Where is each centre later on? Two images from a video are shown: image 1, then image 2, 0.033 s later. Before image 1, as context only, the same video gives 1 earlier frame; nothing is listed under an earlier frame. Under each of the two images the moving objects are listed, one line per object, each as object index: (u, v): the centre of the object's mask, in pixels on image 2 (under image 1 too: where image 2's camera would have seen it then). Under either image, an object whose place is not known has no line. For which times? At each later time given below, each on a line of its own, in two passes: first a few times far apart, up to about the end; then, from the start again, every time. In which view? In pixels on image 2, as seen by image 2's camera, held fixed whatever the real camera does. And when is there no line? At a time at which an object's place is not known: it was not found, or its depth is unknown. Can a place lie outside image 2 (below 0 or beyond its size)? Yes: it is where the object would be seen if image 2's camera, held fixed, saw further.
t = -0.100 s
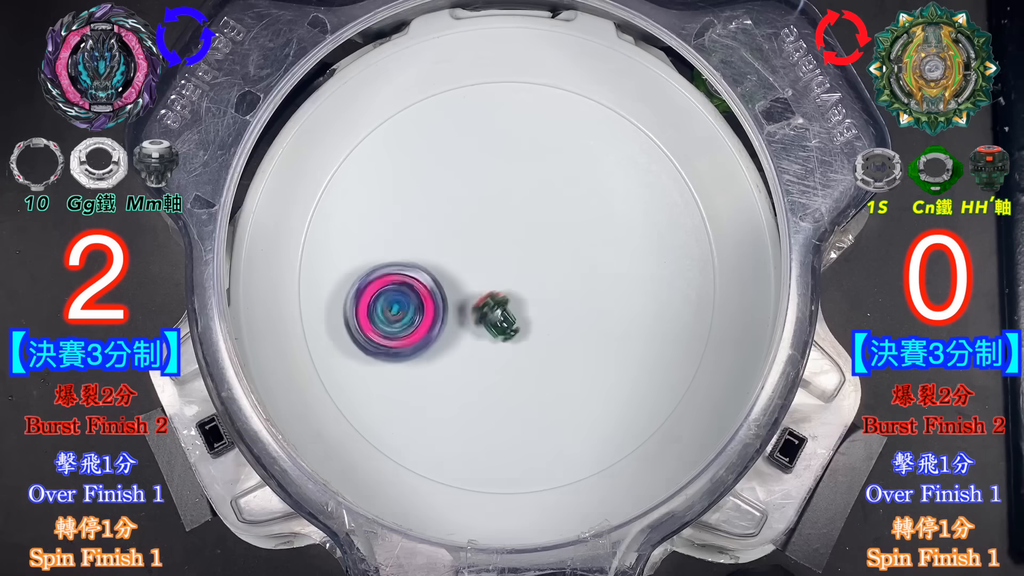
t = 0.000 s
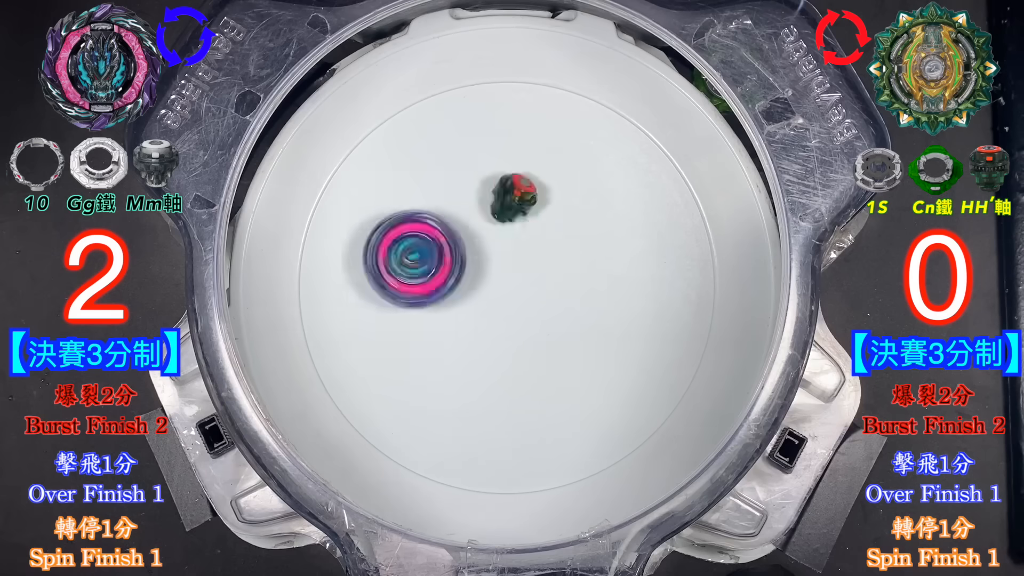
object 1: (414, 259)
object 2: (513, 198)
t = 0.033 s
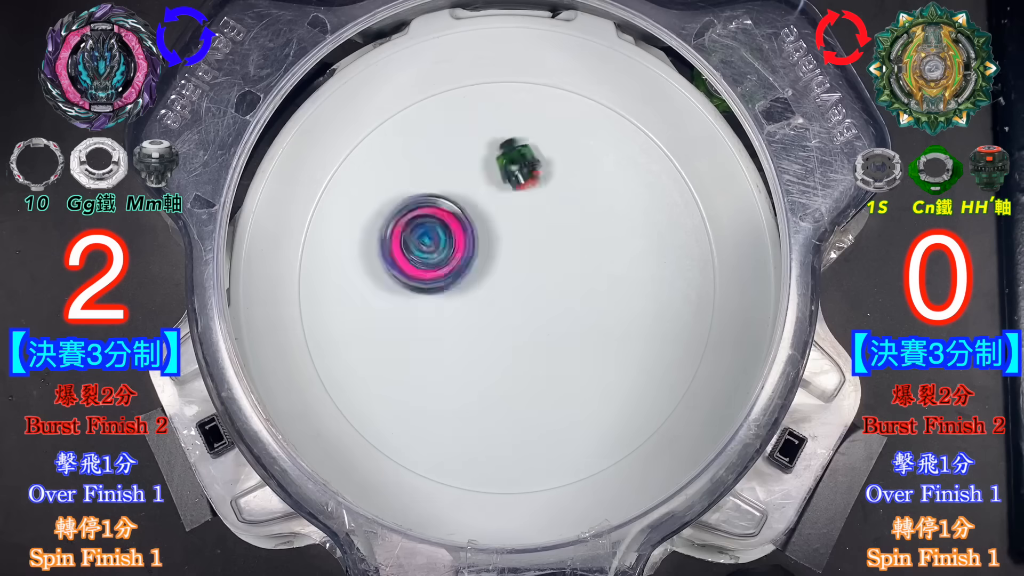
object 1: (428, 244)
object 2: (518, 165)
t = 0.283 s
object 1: (561, 237)
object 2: (539, 109)
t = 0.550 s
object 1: (585, 358)
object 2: (539, 246)
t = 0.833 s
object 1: (477, 369)
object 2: (539, 316)
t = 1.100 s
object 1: (460, 277)
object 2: (541, 311)
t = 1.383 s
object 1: (530, 231)
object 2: (529, 318)
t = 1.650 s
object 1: (580, 271)
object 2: (516, 340)
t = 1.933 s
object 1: (549, 321)
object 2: (474, 381)
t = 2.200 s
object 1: (496, 295)
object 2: (475, 389)
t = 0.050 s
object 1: (436, 238)
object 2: (523, 152)
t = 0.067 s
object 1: (445, 232)
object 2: (527, 143)
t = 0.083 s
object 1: (454, 227)
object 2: (526, 134)
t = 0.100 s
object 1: (462, 222)
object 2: (526, 123)
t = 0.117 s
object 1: (471, 219)
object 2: (528, 114)
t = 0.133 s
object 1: (481, 217)
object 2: (531, 107)
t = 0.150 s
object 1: (491, 216)
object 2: (533, 104)
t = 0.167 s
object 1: (501, 216)
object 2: (534, 103)
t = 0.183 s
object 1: (511, 216)
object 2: (533, 101)
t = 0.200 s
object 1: (521, 217)
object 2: (534, 99)
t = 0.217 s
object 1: (530, 219)
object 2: (535, 98)
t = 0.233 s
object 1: (538, 221)
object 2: (536, 99)
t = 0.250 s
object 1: (546, 226)
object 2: (539, 101)
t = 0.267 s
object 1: (554, 231)
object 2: (540, 104)
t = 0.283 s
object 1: (561, 237)
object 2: (539, 109)
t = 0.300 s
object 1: (569, 244)
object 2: (538, 115)
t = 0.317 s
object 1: (577, 251)
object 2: (536, 120)
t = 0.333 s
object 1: (583, 258)
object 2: (537, 125)
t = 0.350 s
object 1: (588, 265)
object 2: (539, 132)
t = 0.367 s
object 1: (592, 273)
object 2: (540, 143)
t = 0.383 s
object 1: (595, 281)
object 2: (541, 154)
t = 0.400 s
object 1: (597, 289)
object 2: (540, 165)
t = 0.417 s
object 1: (599, 297)
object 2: (539, 174)
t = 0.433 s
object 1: (601, 306)
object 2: (539, 183)
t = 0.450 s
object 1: (601, 316)
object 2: (540, 191)
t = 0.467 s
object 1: (600, 325)
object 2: (542, 201)
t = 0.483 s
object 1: (598, 332)
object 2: (543, 211)
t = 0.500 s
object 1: (595, 340)
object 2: (543, 221)
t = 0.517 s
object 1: (593, 347)
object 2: (542, 231)
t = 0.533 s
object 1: (589, 352)
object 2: (540, 240)
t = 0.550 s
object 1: (585, 358)
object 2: (539, 246)
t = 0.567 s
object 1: (581, 363)
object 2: (538, 252)
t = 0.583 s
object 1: (575, 368)
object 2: (539, 257)
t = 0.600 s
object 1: (570, 372)
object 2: (542, 262)
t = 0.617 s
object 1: (563, 375)
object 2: (543, 268)
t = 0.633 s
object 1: (557, 378)
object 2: (544, 275)
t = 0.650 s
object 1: (550, 381)
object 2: (543, 282)
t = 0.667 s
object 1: (543, 383)
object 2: (542, 289)
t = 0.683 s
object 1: (537, 385)
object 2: (539, 295)
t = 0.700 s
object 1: (530, 385)
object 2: (538, 300)
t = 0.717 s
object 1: (523, 385)
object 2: (538, 305)
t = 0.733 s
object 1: (516, 385)
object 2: (538, 309)
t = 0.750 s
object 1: (509, 384)
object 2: (537, 313)
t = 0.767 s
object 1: (503, 382)
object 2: (537, 315)
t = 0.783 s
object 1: (496, 379)
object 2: (537, 318)
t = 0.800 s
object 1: (489, 376)
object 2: (538, 319)
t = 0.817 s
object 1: (483, 373)
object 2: (539, 318)
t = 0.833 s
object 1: (477, 369)
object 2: (539, 316)
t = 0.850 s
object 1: (472, 364)
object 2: (539, 314)
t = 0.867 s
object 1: (468, 359)
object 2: (538, 314)
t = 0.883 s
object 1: (465, 354)
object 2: (537, 313)
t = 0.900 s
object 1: (463, 349)
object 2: (536, 314)
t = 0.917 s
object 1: (461, 343)
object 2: (535, 314)
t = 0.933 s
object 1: (460, 337)
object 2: (534, 315)
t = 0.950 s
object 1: (459, 330)
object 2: (533, 316)
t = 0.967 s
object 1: (458, 324)
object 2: (531, 317)
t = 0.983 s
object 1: (457, 317)
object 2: (532, 317)
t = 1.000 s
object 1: (456, 311)
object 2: (535, 315)
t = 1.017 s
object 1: (456, 306)
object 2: (536, 314)
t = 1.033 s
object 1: (456, 300)
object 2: (538, 313)
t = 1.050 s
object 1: (456, 294)
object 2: (539, 312)
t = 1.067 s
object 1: (456, 288)
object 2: (540, 311)
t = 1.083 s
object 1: (458, 282)
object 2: (540, 311)
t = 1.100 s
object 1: (460, 277)
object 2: (541, 311)
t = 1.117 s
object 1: (462, 271)
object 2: (541, 310)
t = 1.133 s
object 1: (466, 266)
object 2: (541, 310)
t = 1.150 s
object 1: (468, 261)
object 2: (541, 310)
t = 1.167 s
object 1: (471, 257)
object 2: (540, 311)
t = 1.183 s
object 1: (474, 252)
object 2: (540, 311)
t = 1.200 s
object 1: (478, 249)
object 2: (539, 311)
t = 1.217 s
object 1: (481, 246)
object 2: (539, 312)
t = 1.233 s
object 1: (485, 242)
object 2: (538, 313)
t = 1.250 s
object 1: (490, 240)
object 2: (536, 314)
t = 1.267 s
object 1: (495, 238)
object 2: (535, 315)
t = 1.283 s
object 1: (500, 236)
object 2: (533, 317)
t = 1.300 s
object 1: (506, 234)
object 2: (531, 317)
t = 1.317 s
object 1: (511, 233)
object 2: (530, 318)
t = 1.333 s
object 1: (516, 232)
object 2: (529, 318)
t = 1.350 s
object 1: (521, 231)
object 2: (528, 318)
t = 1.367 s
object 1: (525, 231)
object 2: (528, 318)
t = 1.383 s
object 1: (530, 231)
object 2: (529, 318)
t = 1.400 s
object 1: (534, 231)
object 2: (530, 318)
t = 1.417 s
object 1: (538, 232)
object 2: (531, 318)
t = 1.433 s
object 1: (542, 234)
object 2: (532, 317)
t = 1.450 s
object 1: (547, 236)
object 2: (534, 316)
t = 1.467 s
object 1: (551, 238)
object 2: (535, 316)
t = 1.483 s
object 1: (554, 240)
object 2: (535, 315)
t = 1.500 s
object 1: (558, 243)
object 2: (535, 318)
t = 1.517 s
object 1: (561, 245)
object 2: (532, 325)
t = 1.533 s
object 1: (565, 248)
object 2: (530, 331)
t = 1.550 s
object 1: (569, 251)
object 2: (527, 335)
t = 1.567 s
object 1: (572, 253)
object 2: (525, 338)
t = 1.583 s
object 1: (574, 256)
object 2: (523, 338)
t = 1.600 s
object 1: (576, 260)
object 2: (521, 338)
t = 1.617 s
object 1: (577, 264)
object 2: (519, 339)
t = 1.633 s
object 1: (579, 268)
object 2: (517, 340)
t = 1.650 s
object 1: (580, 271)
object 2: (516, 340)
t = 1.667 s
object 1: (581, 276)
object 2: (515, 340)
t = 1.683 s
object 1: (581, 280)
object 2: (514, 339)
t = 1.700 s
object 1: (582, 284)
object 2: (514, 338)
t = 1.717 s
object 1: (582, 288)
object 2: (514, 337)
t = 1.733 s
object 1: (581, 291)
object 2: (514, 337)
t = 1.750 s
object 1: (580, 295)
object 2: (515, 337)
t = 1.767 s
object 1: (579, 299)
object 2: (512, 340)
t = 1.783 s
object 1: (578, 302)
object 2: (504, 349)
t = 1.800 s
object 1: (576, 305)
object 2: (496, 356)
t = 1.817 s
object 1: (574, 308)
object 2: (489, 362)
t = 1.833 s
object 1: (571, 311)
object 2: (482, 368)
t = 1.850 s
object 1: (568, 314)
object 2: (477, 372)
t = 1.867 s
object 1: (565, 315)
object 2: (474, 375)
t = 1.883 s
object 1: (561, 317)
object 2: (473, 377)
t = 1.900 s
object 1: (558, 319)
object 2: (473, 378)
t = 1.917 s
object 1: (554, 320)
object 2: (473, 380)
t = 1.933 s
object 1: (549, 321)
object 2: (474, 381)
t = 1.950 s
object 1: (546, 321)
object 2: (475, 383)
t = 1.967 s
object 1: (541, 321)
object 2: (476, 385)
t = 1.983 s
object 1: (537, 321)
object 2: (478, 386)
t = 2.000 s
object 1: (533, 321)
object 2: (480, 387)
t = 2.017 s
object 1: (529, 321)
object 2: (482, 388)
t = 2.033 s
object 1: (526, 320)
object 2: (483, 388)
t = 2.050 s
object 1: (522, 319)
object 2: (483, 387)
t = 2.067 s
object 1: (518, 317)
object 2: (483, 388)
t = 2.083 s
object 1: (515, 315)
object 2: (481, 390)
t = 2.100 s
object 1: (512, 313)
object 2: (480, 391)
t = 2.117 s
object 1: (508, 310)
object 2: (479, 391)
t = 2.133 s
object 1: (506, 307)
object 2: (479, 391)
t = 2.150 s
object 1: (503, 305)
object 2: (478, 391)
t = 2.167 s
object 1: (500, 301)
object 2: (477, 391)
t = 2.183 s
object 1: (498, 298)
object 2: (476, 390)
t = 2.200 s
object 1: (496, 295)
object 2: (475, 389)
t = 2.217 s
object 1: (494, 291)
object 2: (474, 389)
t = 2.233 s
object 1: (493, 288)
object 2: (473, 389)
